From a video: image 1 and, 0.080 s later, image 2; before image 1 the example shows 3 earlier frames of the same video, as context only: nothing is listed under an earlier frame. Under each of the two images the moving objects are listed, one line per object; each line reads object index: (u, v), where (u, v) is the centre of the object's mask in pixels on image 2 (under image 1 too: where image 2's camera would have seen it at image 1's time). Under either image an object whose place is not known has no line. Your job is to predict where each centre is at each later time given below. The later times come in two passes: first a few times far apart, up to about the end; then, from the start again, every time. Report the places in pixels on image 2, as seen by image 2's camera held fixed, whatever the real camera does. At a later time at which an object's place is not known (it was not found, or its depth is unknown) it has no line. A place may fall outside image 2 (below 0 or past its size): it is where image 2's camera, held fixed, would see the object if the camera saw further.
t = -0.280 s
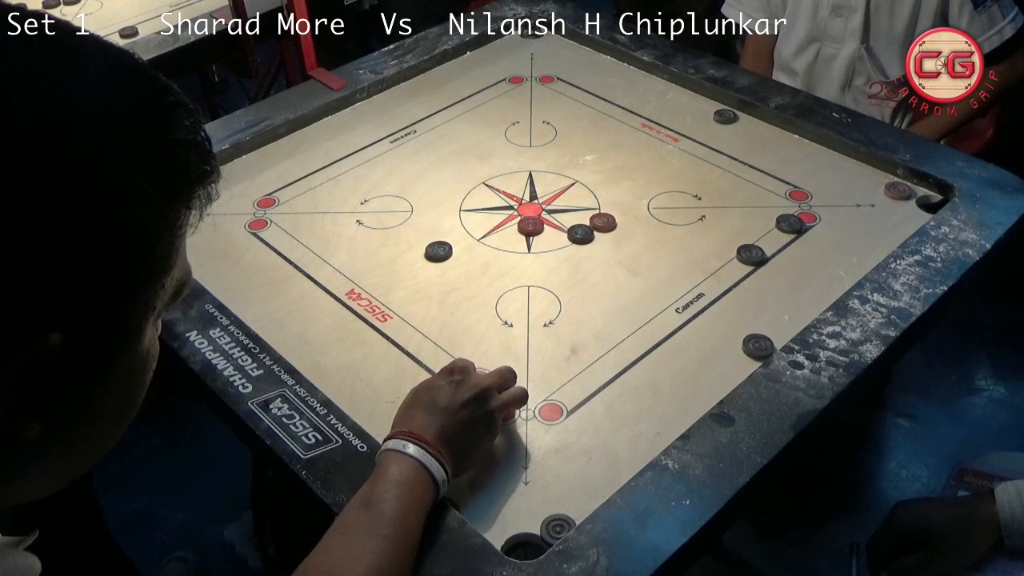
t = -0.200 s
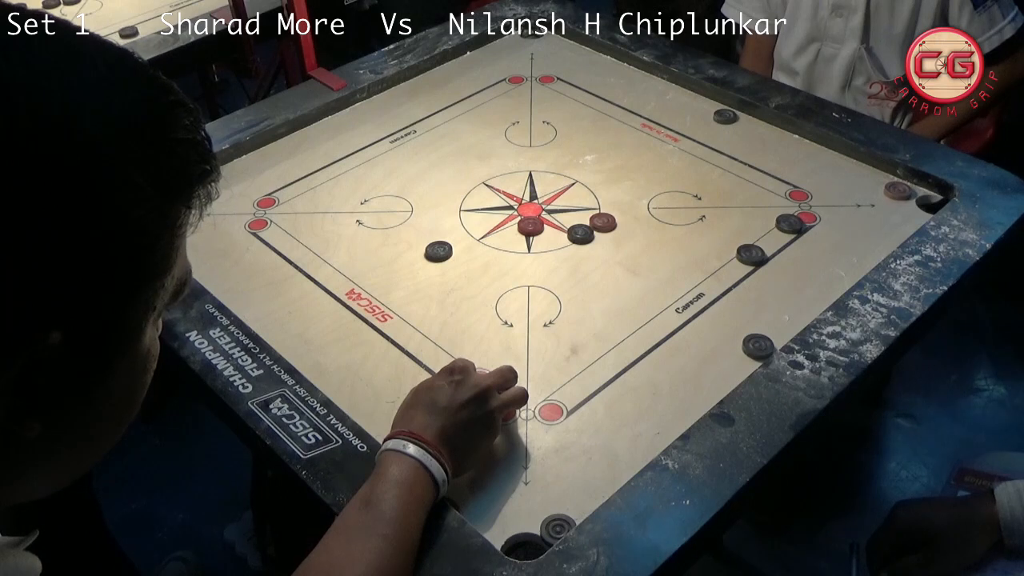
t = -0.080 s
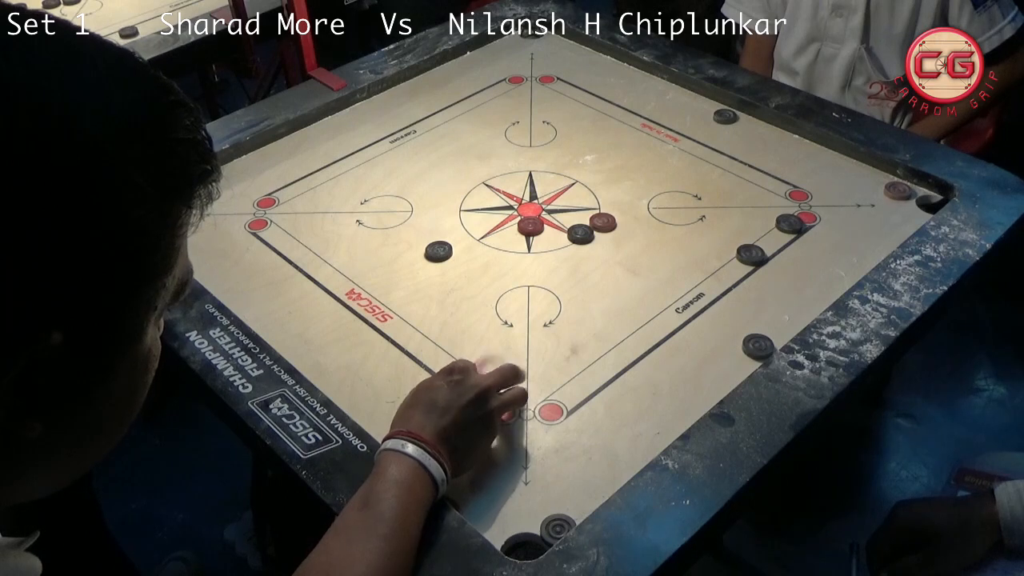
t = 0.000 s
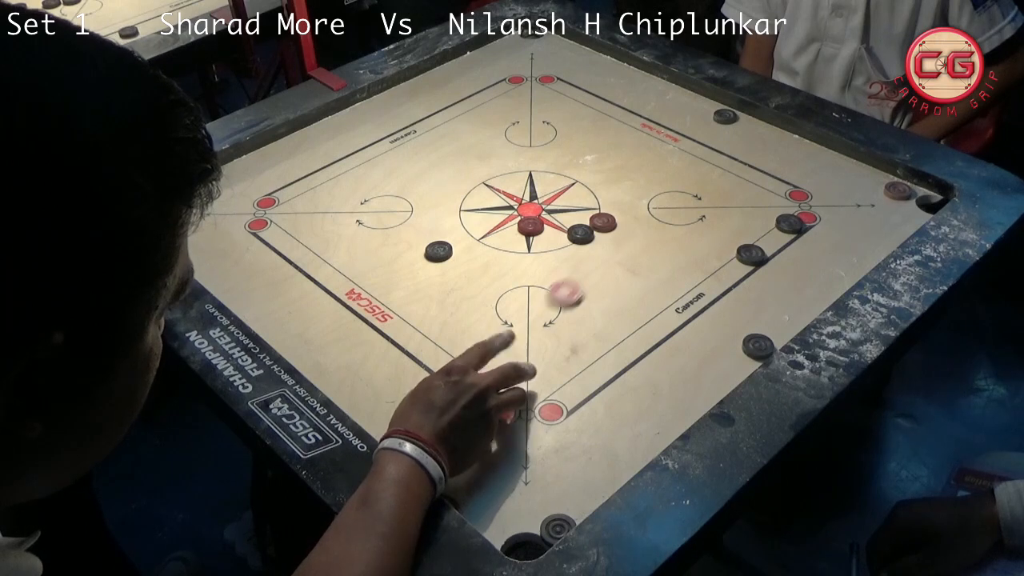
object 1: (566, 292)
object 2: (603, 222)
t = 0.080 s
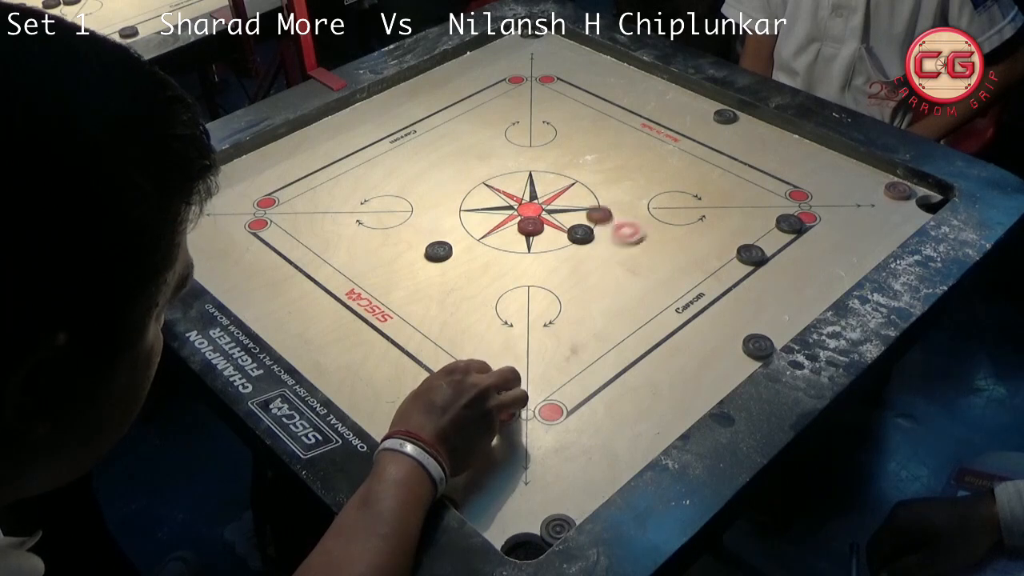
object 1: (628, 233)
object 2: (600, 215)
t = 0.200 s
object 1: (714, 180)
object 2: (570, 154)
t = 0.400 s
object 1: (753, 161)
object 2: (542, 89)
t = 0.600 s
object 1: (680, 216)
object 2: (527, 51)
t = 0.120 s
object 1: (659, 214)
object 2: (588, 192)
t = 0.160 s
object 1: (687, 195)
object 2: (579, 171)
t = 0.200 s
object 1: (714, 180)
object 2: (570, 154)
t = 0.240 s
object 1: (740, 164)
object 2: (563, 137)
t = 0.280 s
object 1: (762, 151)
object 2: (557, 123)
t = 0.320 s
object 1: (782, 139)
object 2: (551, 110)
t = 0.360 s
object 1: (768, 149)
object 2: (546, 99)
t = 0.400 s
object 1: (753, 161)
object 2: (542, 89)
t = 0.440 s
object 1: (738, 173)
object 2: (538, 79)
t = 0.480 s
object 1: (722, 184)
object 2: (534, 70)
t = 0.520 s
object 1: (708, 195)
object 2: (531, 63)
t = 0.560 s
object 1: (695, 206)
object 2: (529, 57)
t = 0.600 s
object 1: (680, 216)
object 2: (527, 51)
